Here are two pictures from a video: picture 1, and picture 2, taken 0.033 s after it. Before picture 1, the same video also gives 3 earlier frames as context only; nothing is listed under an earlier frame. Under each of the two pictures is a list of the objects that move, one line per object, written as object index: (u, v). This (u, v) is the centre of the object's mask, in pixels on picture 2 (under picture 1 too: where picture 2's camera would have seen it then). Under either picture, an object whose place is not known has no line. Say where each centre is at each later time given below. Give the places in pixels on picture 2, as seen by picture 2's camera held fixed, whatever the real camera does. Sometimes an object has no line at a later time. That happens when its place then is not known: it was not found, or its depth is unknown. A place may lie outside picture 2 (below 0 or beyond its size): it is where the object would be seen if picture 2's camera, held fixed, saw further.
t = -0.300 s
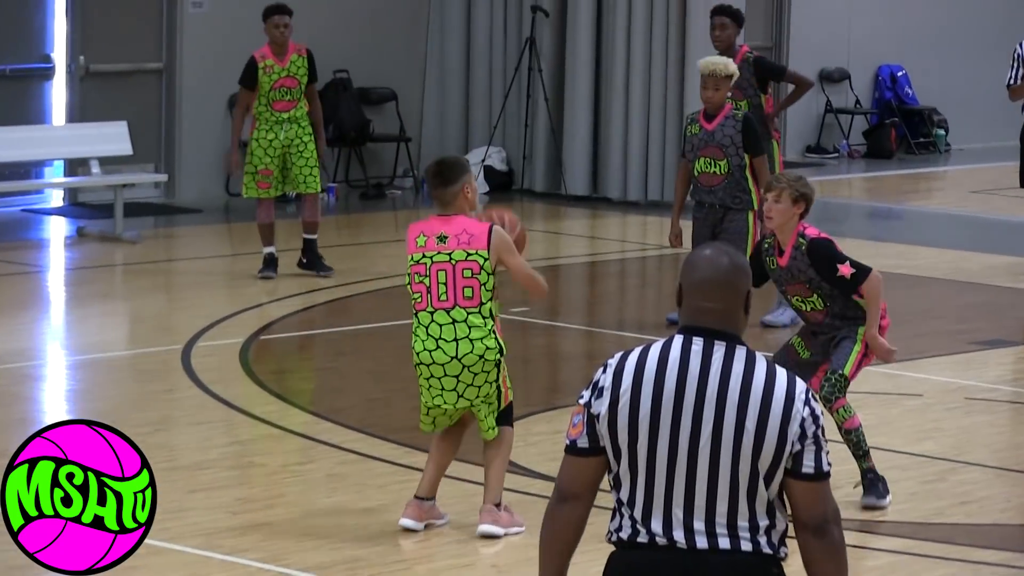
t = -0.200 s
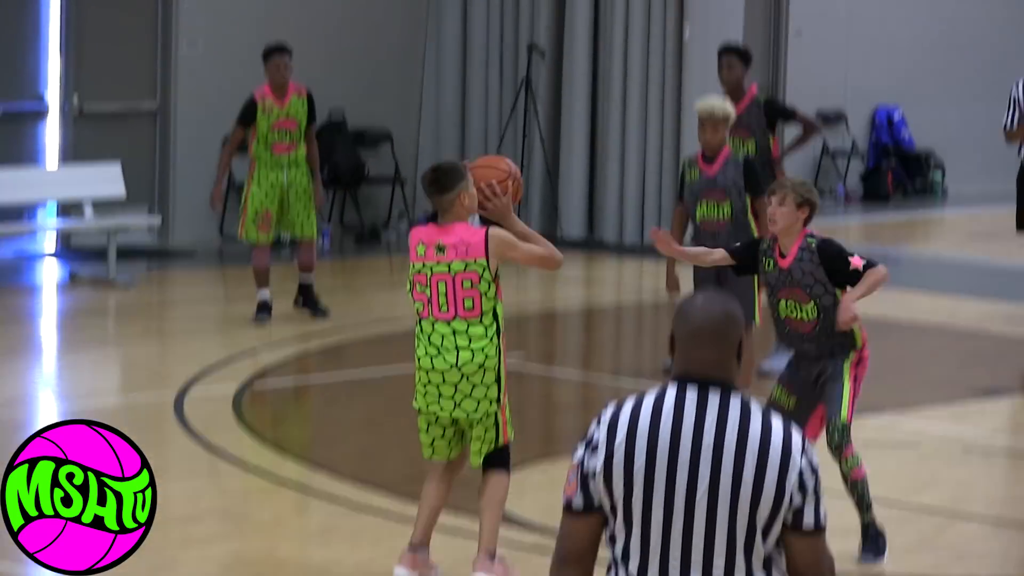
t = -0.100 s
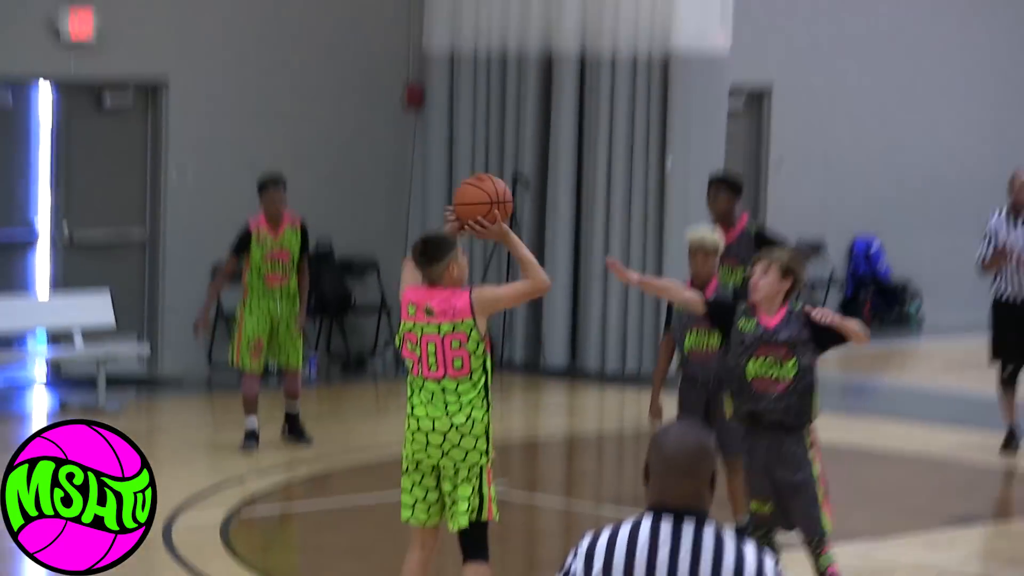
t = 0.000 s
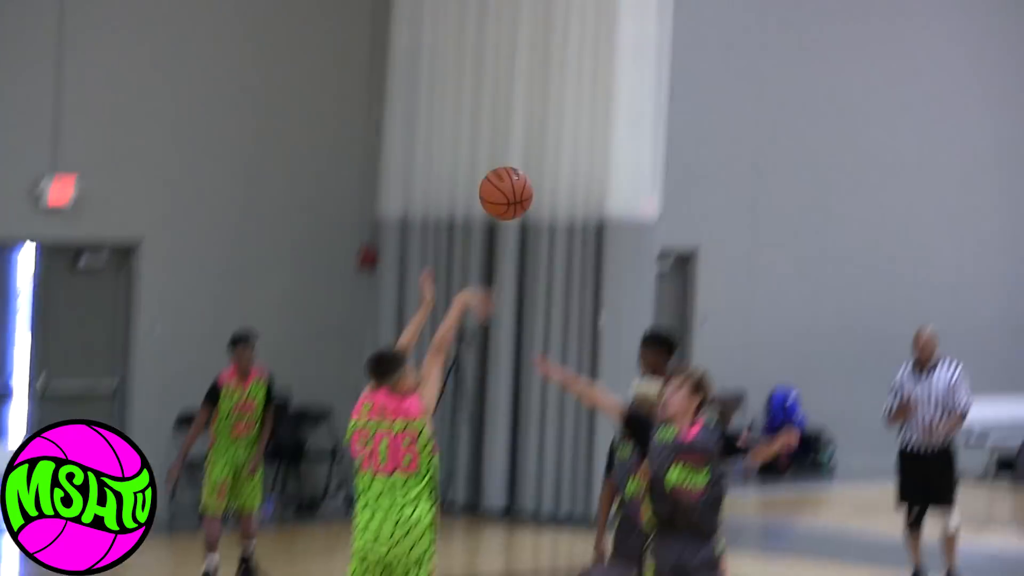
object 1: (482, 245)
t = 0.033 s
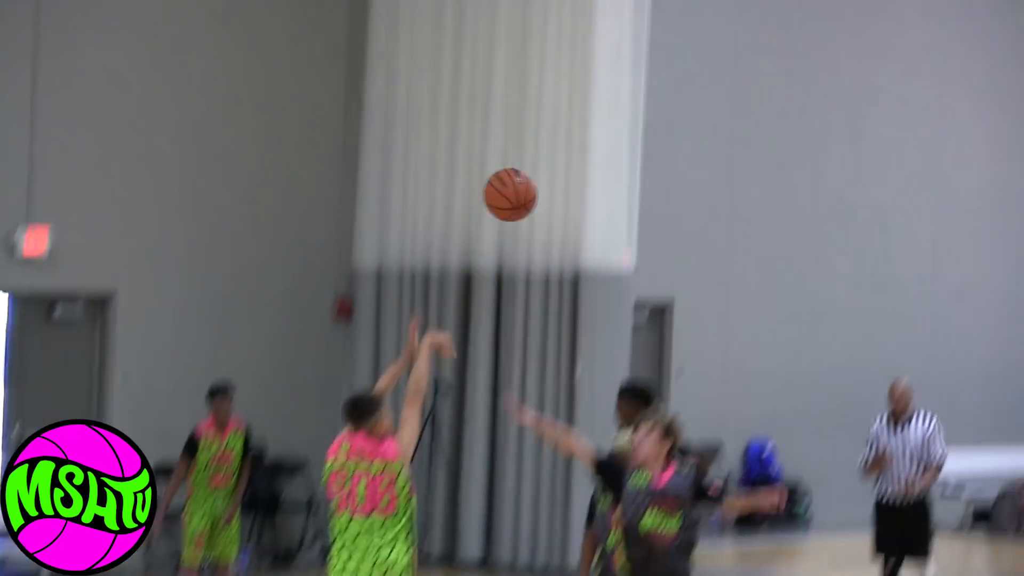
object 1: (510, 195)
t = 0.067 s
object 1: (539, 149)
